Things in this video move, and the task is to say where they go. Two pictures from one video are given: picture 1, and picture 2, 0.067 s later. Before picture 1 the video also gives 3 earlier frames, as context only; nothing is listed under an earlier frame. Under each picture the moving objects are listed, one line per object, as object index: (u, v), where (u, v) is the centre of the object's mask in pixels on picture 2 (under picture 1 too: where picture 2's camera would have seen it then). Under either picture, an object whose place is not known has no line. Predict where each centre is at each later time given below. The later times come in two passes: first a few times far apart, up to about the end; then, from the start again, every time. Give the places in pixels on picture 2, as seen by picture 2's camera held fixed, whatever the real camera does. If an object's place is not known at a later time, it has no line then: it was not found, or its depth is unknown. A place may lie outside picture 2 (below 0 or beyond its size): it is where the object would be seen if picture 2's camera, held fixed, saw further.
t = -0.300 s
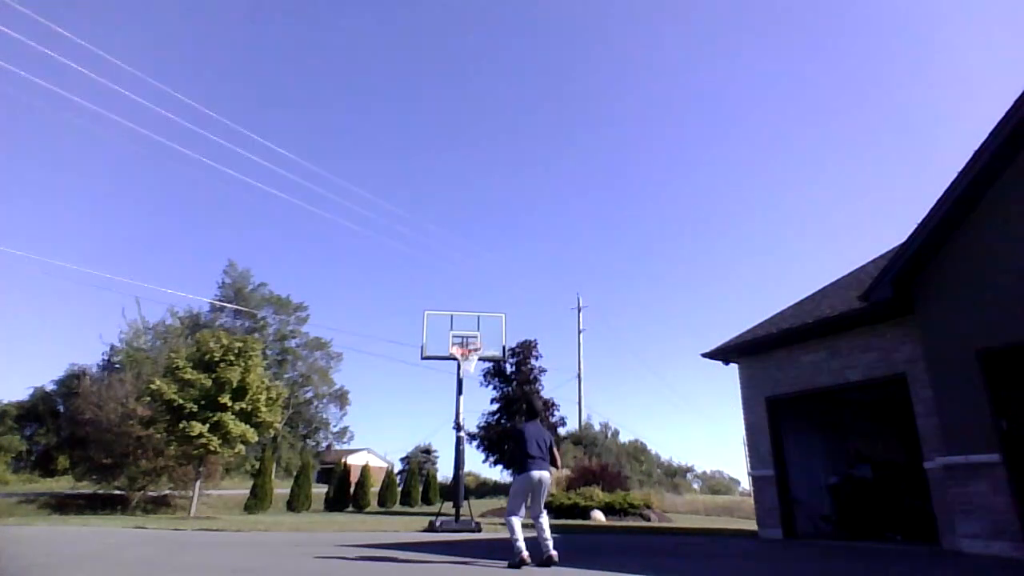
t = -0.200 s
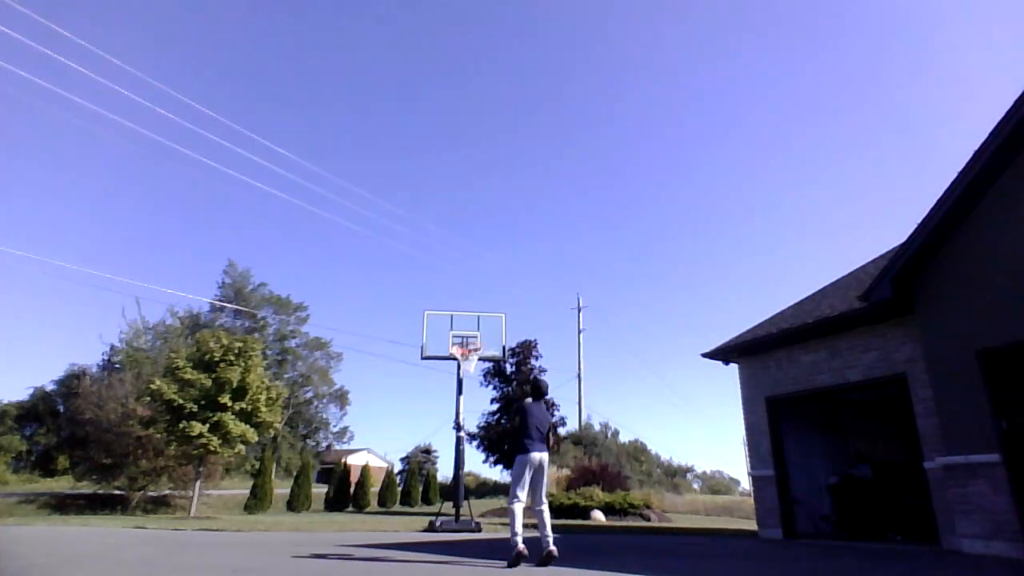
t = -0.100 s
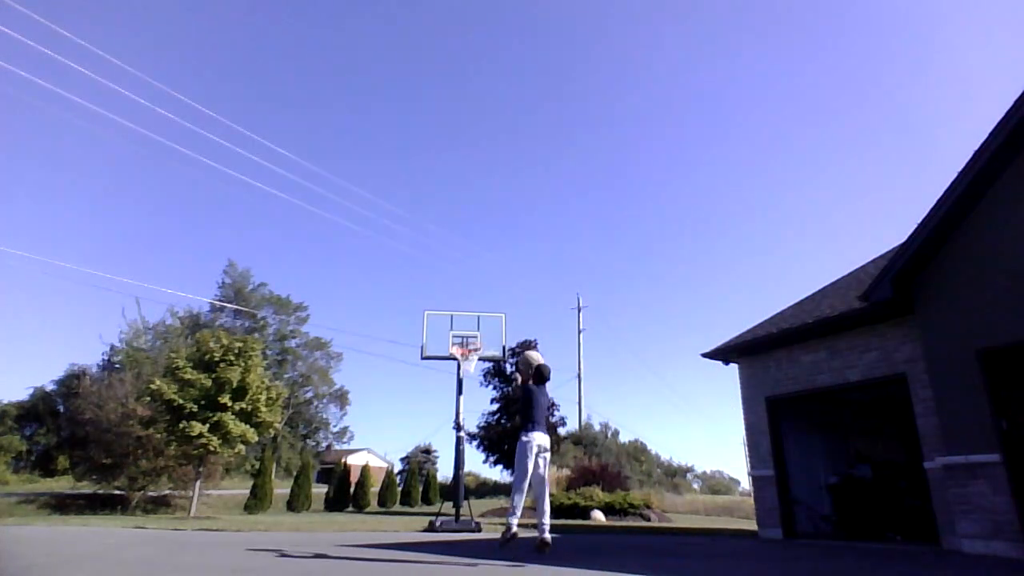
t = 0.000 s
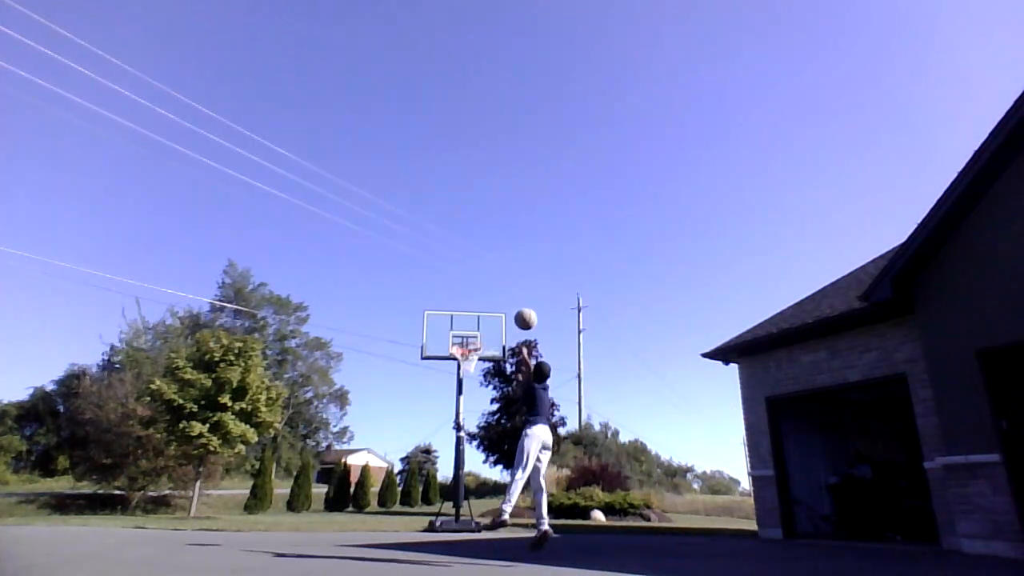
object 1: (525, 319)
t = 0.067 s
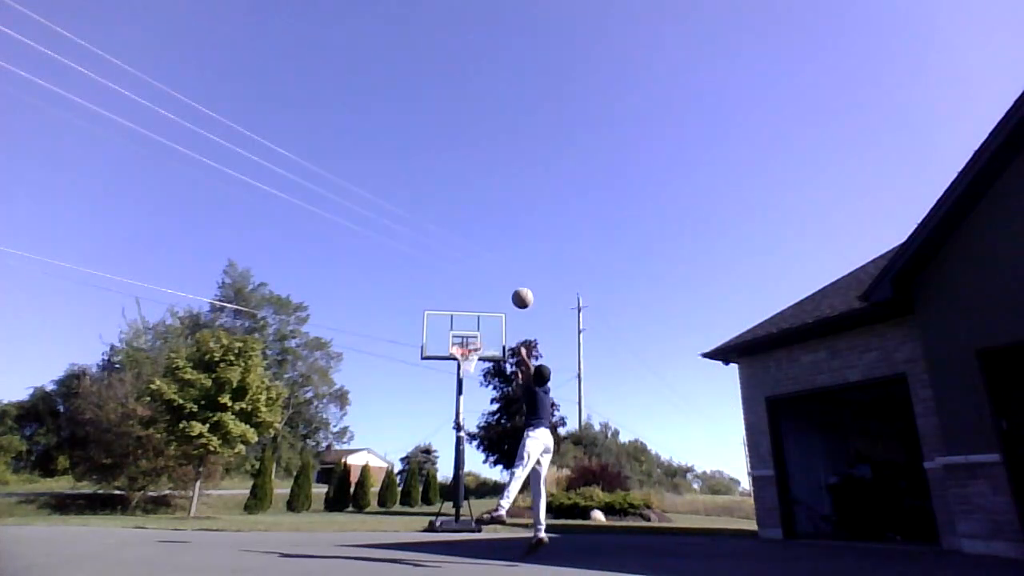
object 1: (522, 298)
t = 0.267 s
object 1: (514, 263)
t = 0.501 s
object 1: (506, 262)
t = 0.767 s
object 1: (497, 297)
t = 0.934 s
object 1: (491, 337)
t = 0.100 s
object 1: (521, 289)
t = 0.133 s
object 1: (519, 282)
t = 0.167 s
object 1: (518, 276)
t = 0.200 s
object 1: (517, 271)
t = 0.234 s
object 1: (515, 267)
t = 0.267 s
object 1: (514, 263)
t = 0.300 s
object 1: (513, 261)
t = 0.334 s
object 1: (512, 259)
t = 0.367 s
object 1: (511, 258)
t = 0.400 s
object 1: (509, 258)
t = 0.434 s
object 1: (508, 259)
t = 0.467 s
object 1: (507, 260)
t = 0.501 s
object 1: (506, 262)
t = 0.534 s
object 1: (505, 264)
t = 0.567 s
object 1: (504, 267)
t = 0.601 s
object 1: (503, 271)
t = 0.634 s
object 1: (502, 275)
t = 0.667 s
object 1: (501, 280)
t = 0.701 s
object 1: (500, 285)
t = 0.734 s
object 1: (498, 291)
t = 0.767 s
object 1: (497, 297)
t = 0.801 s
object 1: (496, 304)
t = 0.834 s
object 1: (495, 312)
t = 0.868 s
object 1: (493, 320)
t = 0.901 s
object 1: (492, 328)
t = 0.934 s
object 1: (491, 337)
